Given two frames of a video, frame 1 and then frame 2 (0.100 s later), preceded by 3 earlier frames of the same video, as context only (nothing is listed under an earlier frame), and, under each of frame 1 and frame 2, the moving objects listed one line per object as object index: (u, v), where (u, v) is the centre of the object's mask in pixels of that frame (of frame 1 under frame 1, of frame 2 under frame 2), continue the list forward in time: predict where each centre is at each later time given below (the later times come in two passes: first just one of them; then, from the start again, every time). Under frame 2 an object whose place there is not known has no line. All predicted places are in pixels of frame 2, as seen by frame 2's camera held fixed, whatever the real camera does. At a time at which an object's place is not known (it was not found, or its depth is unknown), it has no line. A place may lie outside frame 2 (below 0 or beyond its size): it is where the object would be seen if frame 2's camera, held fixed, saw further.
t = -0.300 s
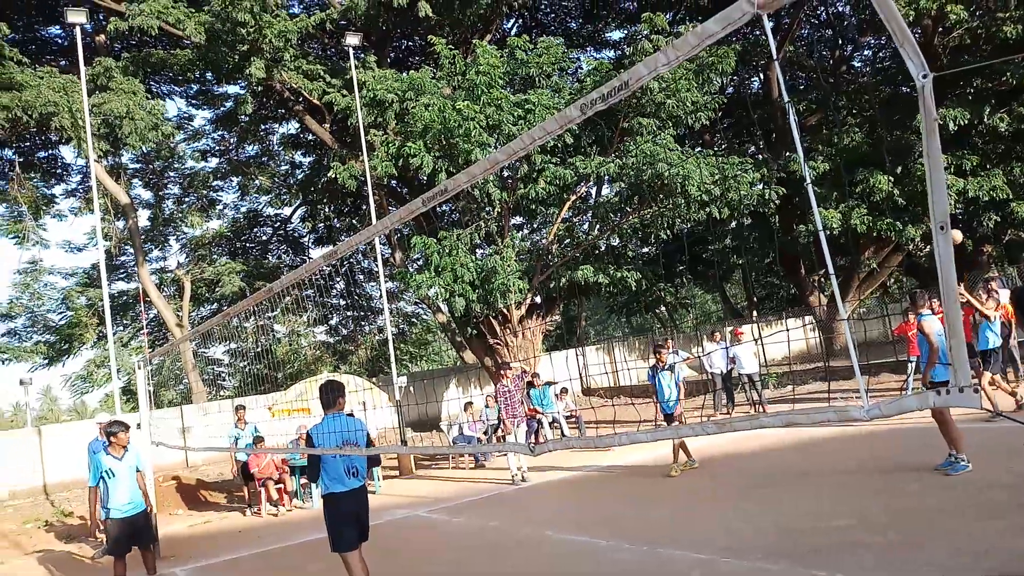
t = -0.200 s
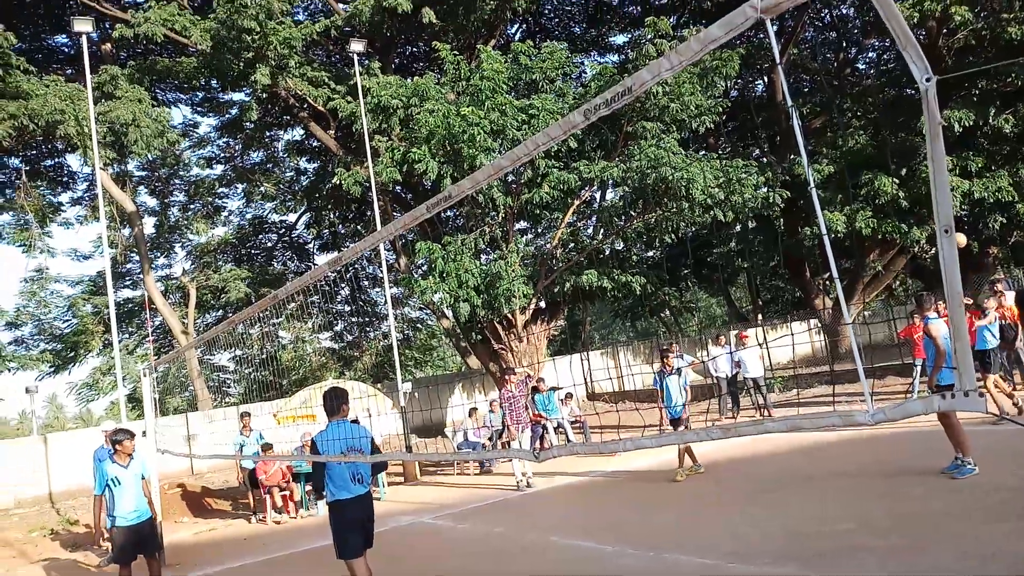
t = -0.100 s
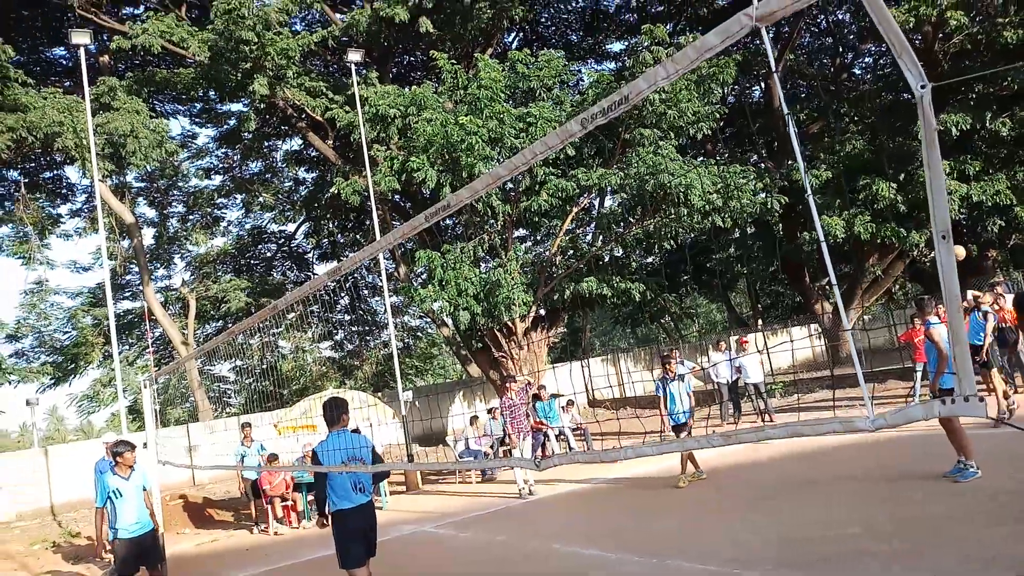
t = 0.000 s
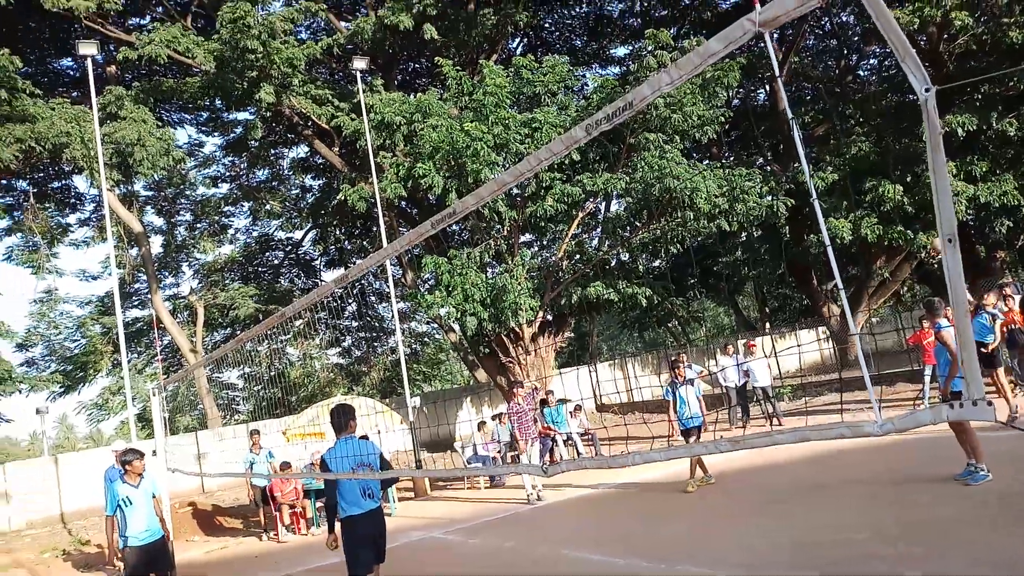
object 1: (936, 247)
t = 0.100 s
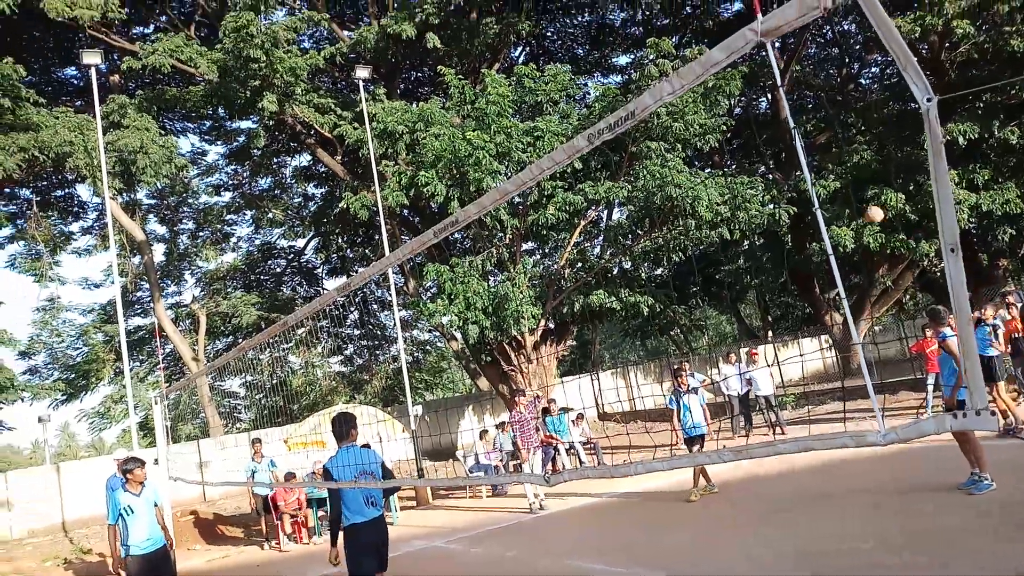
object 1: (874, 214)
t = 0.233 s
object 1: (772, 170)
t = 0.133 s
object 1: (851, 203)
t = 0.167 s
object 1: (825, 191)
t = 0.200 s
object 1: (799, 180)
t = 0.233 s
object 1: (772, 170)
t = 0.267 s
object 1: (744, 160)
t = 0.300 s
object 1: (715, 151)
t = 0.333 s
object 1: (687, 144)
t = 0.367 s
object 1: (656, 137)
